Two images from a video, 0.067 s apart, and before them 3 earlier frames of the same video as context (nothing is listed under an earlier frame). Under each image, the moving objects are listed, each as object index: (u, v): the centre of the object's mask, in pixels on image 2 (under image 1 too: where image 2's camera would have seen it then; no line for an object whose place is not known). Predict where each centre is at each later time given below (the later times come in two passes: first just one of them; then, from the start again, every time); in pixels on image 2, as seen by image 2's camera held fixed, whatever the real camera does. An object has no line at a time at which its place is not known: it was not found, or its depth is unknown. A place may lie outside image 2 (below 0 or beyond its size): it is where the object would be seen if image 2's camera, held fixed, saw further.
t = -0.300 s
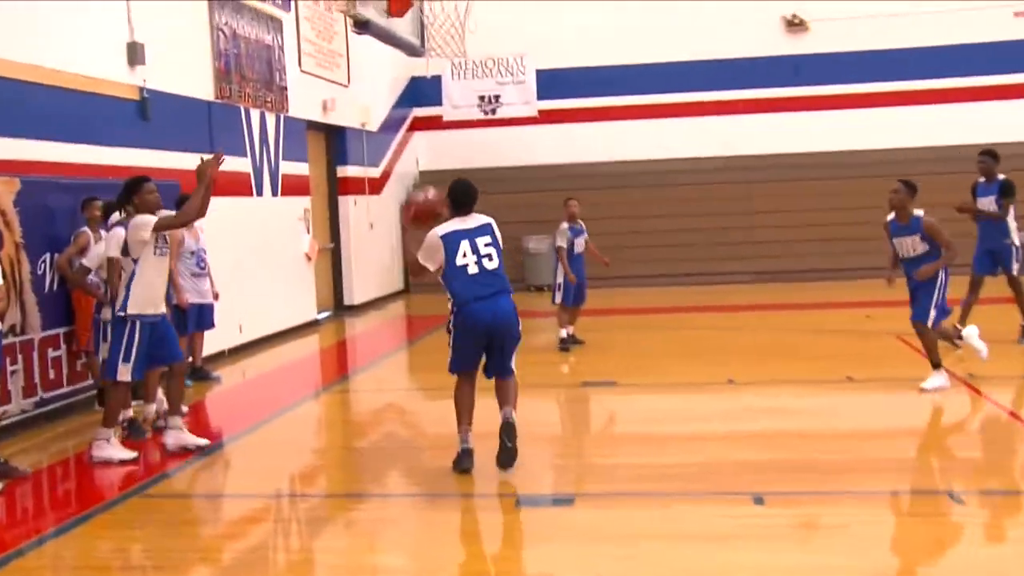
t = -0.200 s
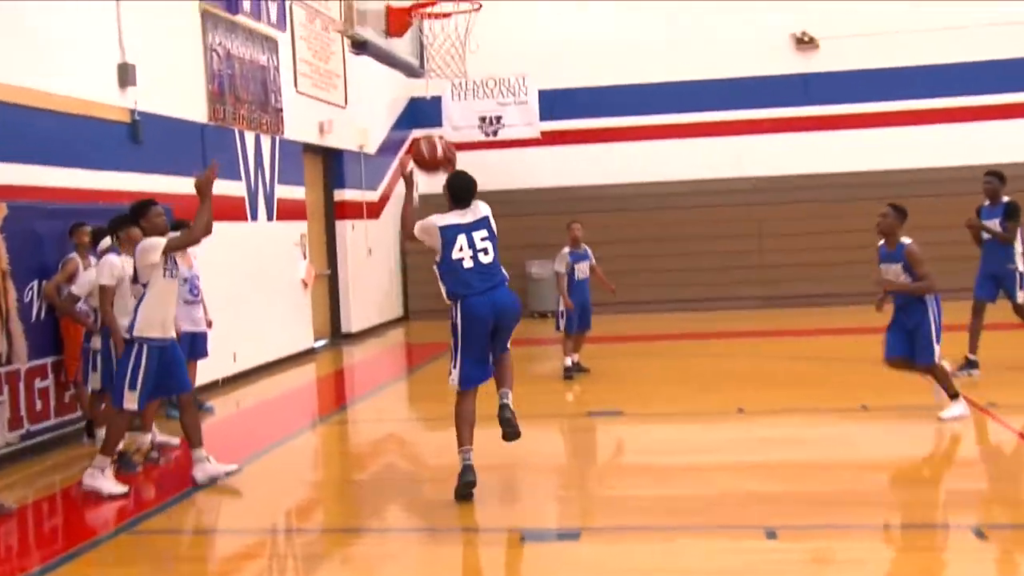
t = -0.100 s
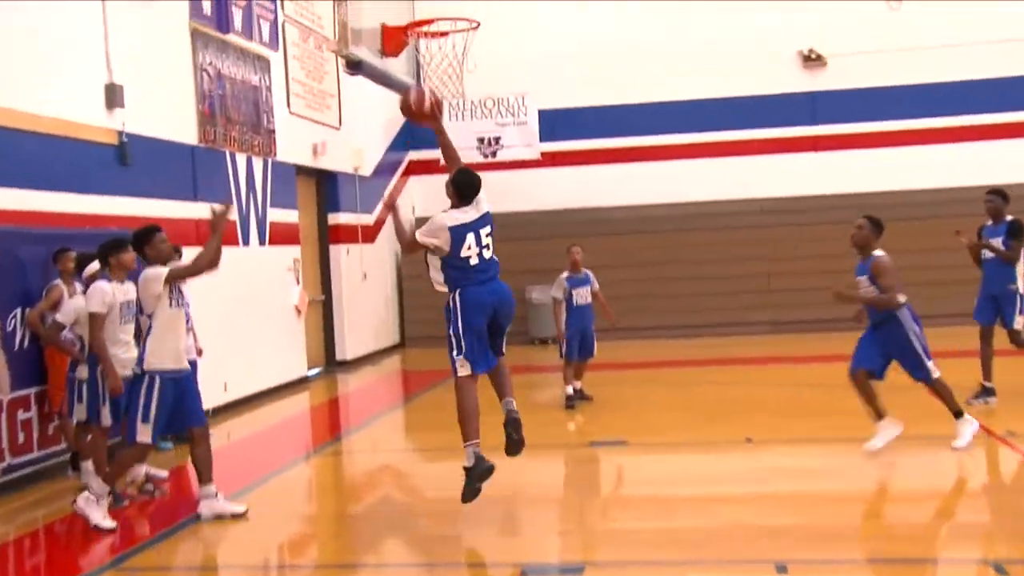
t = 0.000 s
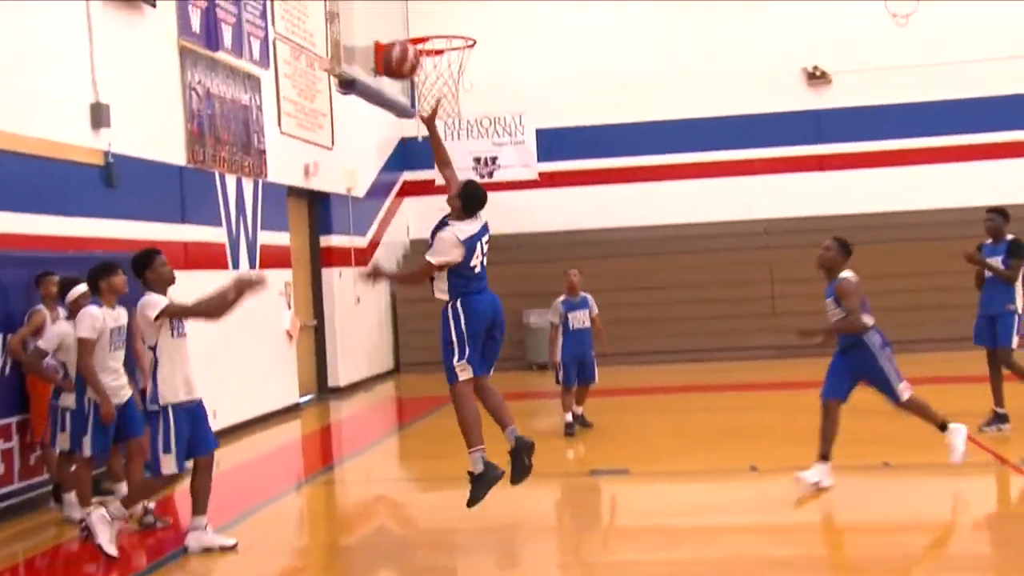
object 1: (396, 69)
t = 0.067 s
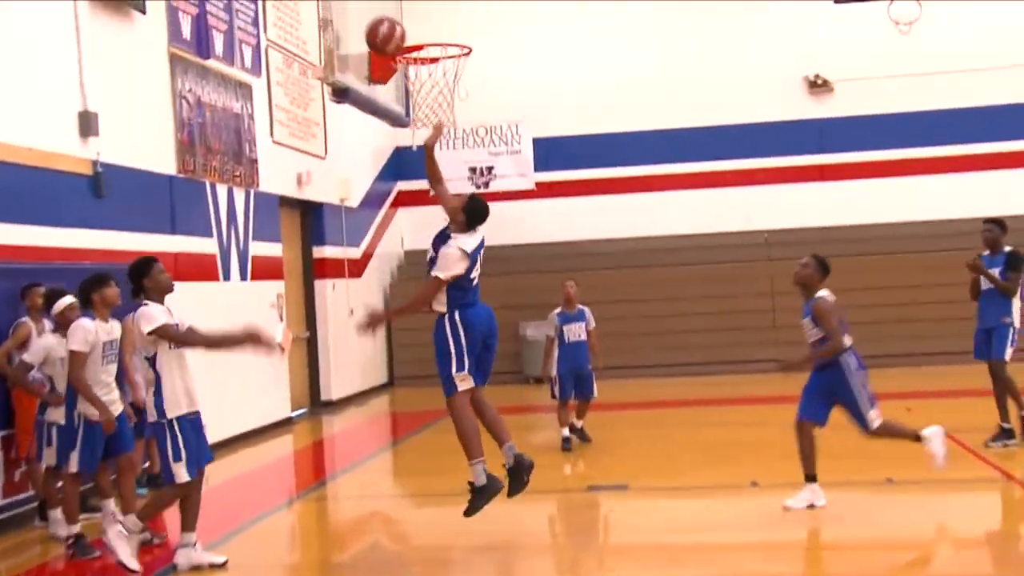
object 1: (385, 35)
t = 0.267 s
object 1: (388, 1)
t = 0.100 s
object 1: (380, 22)
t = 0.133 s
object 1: (376, 12)
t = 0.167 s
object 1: (374, 7)
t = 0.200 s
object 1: (379, 4)
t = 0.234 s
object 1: (383, 3)
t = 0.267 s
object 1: (388, 1)
